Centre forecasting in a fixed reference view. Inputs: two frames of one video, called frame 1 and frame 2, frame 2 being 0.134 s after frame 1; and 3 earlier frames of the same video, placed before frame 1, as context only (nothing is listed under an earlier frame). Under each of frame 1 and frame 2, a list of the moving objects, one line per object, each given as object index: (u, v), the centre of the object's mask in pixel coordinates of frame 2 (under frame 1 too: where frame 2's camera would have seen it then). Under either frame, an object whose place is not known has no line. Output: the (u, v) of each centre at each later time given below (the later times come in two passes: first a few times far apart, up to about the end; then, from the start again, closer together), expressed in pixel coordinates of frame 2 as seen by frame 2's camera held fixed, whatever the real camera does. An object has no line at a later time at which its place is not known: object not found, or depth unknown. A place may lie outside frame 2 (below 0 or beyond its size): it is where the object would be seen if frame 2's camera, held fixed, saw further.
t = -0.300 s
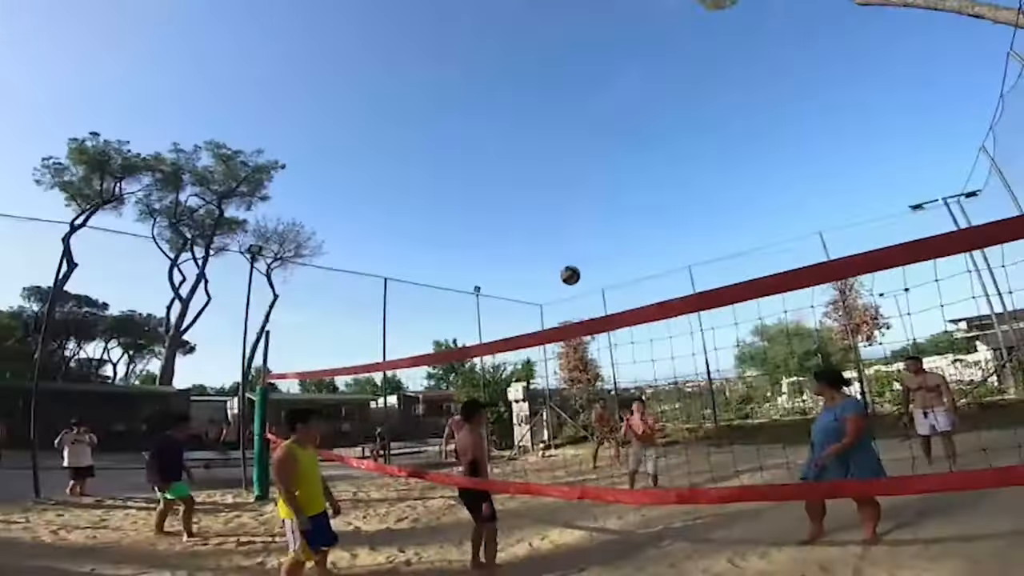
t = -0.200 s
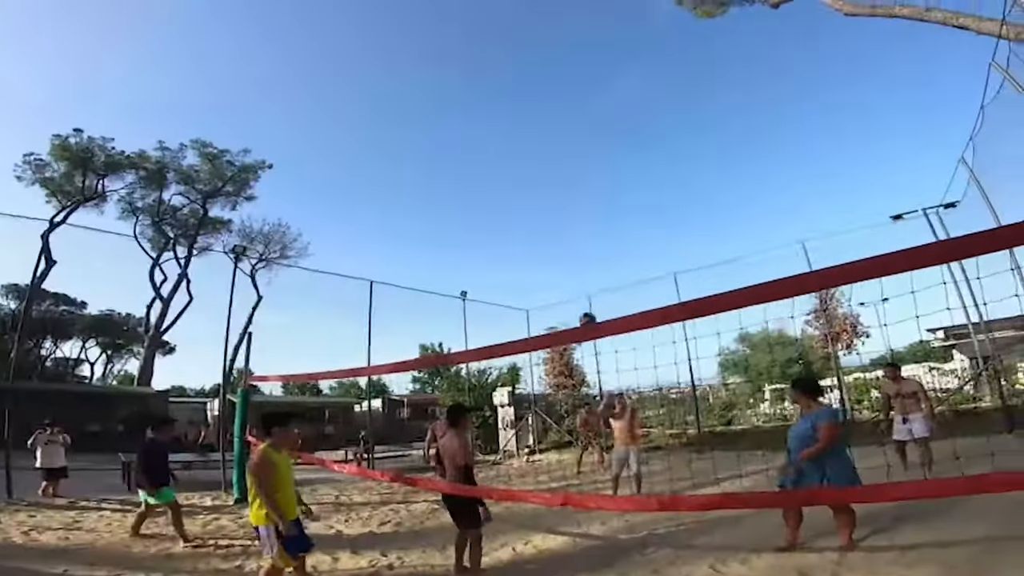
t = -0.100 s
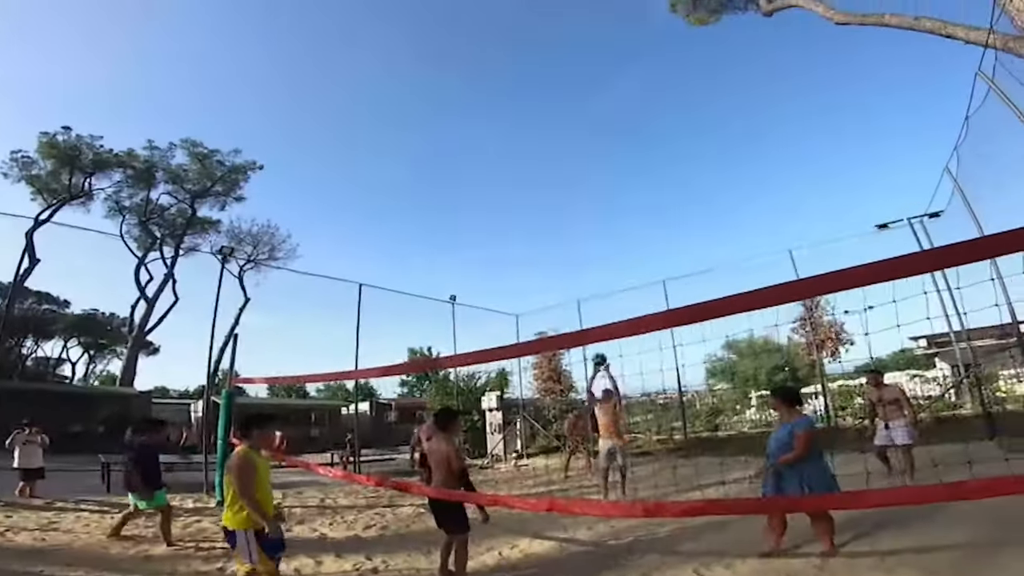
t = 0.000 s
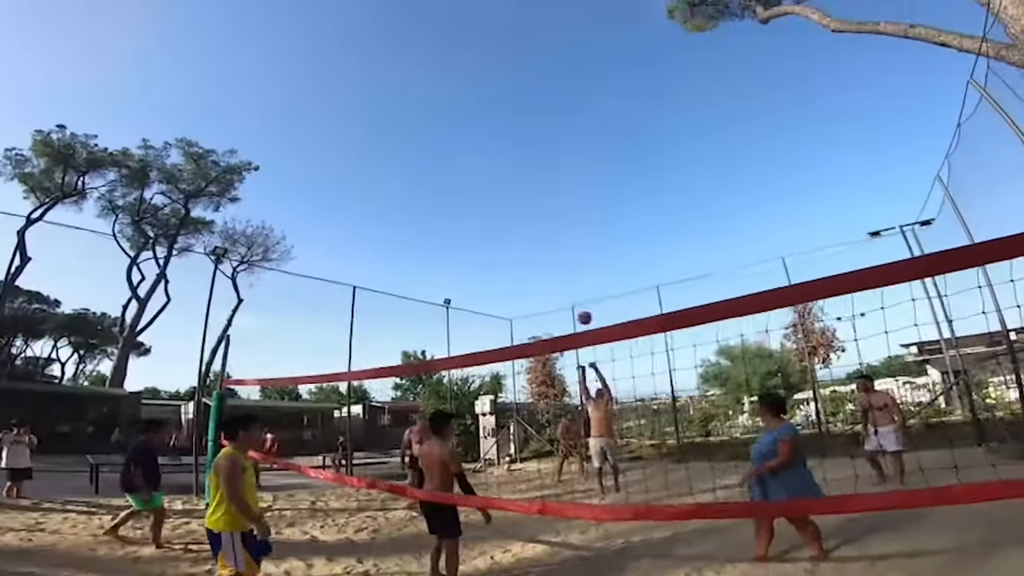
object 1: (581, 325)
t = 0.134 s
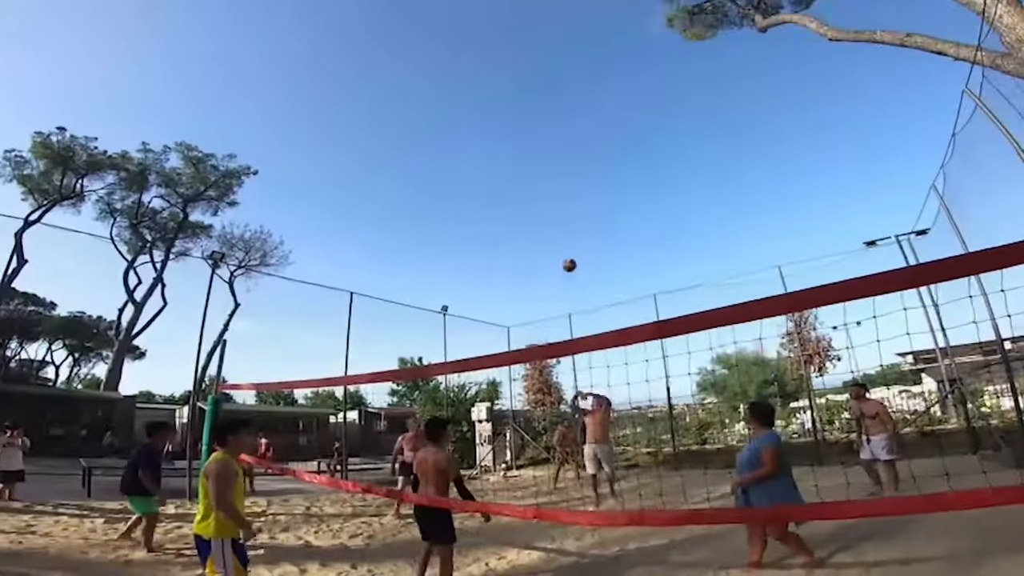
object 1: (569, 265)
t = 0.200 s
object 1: (564, 241)
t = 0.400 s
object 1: (548, 189)
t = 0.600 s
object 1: (538, 160)
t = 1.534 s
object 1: (522, 302)
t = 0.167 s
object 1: (566, 253)
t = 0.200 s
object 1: (564, 241)
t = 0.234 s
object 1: (561, 231)
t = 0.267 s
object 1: (558, 221)
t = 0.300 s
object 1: (555, 211)
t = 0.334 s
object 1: (553, 202)
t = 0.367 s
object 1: (550, 195)
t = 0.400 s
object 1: (548, 189)
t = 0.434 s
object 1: (546, 182)
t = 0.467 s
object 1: (544, 177)
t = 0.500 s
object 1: (543, 172)
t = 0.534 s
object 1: (541, 167)
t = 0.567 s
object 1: (540, 164)
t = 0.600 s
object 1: (538, 160)
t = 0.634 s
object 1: (537, 156)
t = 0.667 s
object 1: (536, 154)
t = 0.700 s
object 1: (535, 153)
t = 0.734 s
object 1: (534, 150)
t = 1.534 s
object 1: (522, 302)
